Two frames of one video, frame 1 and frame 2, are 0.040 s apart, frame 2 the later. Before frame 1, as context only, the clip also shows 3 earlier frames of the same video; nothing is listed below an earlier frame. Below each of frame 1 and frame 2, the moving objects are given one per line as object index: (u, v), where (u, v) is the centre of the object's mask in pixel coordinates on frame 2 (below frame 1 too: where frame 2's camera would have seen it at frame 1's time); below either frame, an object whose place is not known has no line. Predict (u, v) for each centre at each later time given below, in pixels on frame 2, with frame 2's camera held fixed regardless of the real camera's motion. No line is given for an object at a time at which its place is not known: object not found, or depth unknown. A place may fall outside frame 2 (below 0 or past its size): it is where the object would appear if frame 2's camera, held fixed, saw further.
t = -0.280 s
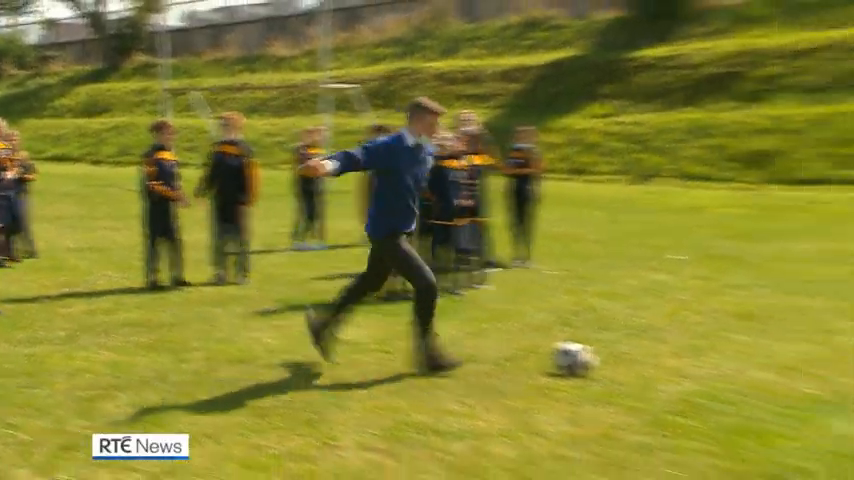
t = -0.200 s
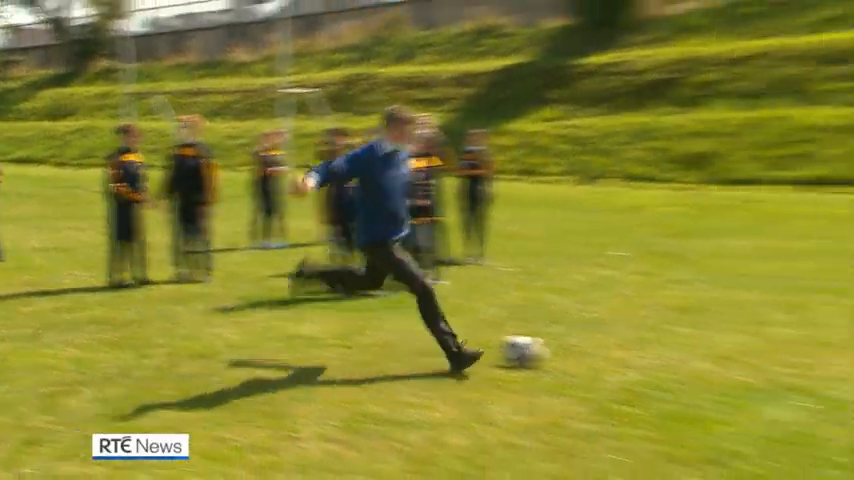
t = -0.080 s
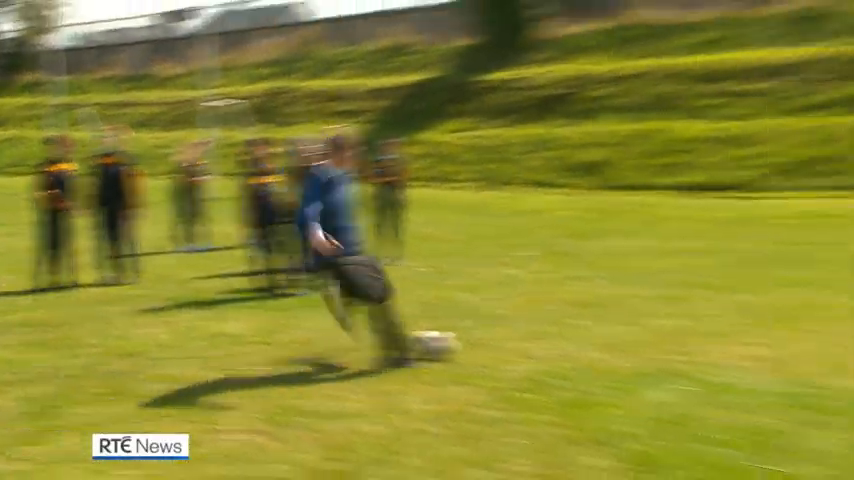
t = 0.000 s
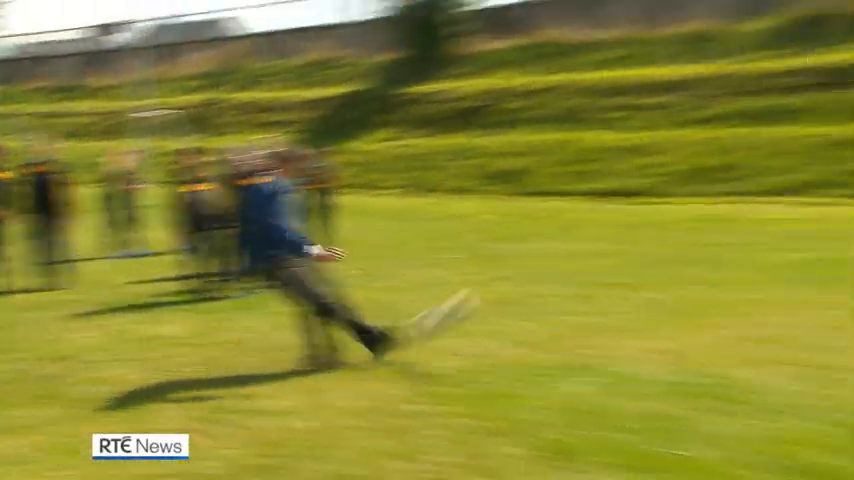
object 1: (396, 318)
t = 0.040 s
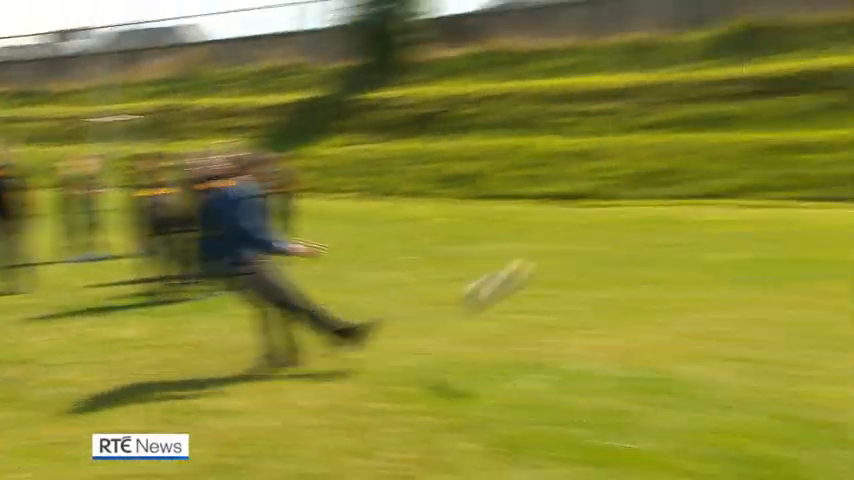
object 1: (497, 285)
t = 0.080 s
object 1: (603, 251)
